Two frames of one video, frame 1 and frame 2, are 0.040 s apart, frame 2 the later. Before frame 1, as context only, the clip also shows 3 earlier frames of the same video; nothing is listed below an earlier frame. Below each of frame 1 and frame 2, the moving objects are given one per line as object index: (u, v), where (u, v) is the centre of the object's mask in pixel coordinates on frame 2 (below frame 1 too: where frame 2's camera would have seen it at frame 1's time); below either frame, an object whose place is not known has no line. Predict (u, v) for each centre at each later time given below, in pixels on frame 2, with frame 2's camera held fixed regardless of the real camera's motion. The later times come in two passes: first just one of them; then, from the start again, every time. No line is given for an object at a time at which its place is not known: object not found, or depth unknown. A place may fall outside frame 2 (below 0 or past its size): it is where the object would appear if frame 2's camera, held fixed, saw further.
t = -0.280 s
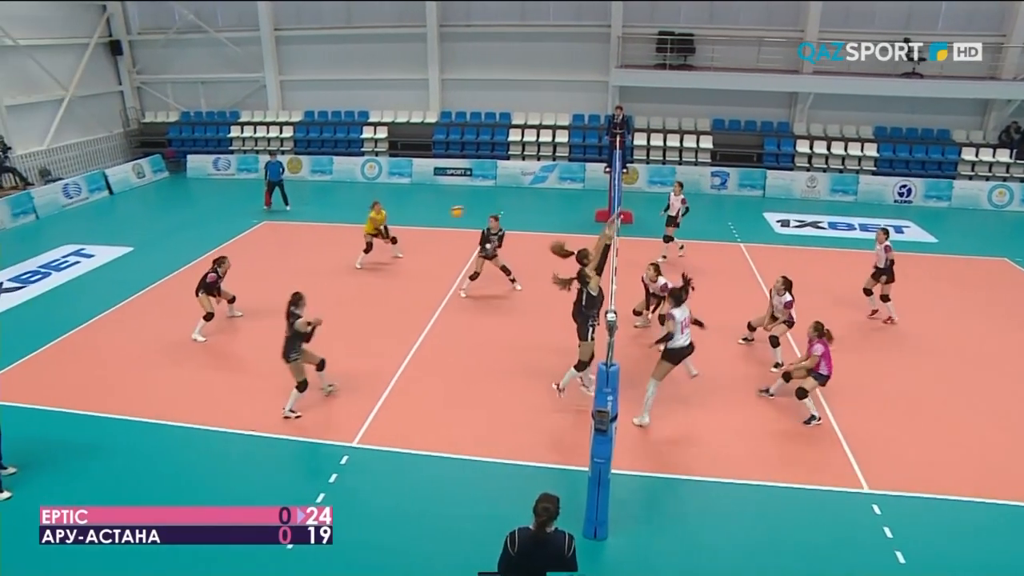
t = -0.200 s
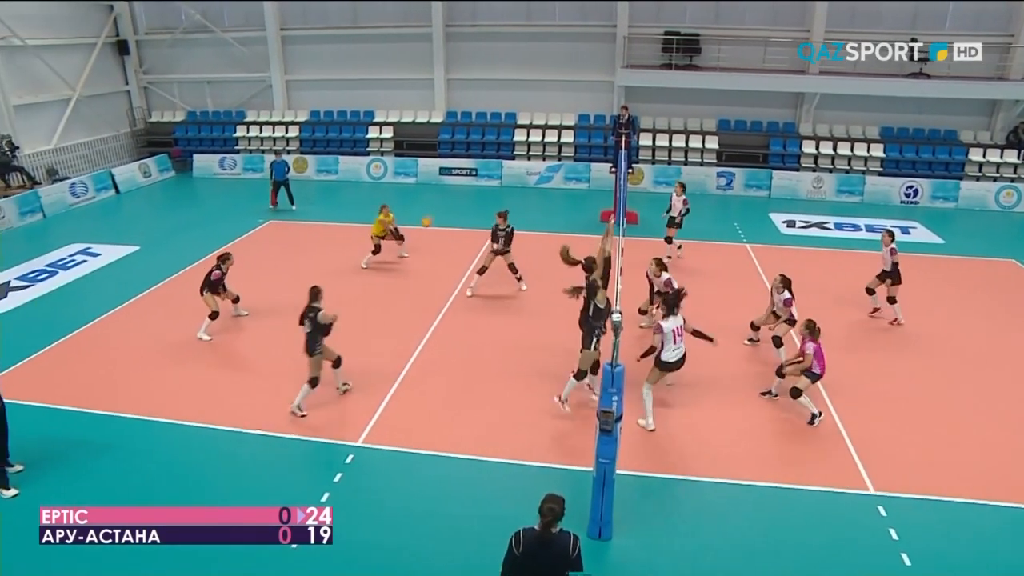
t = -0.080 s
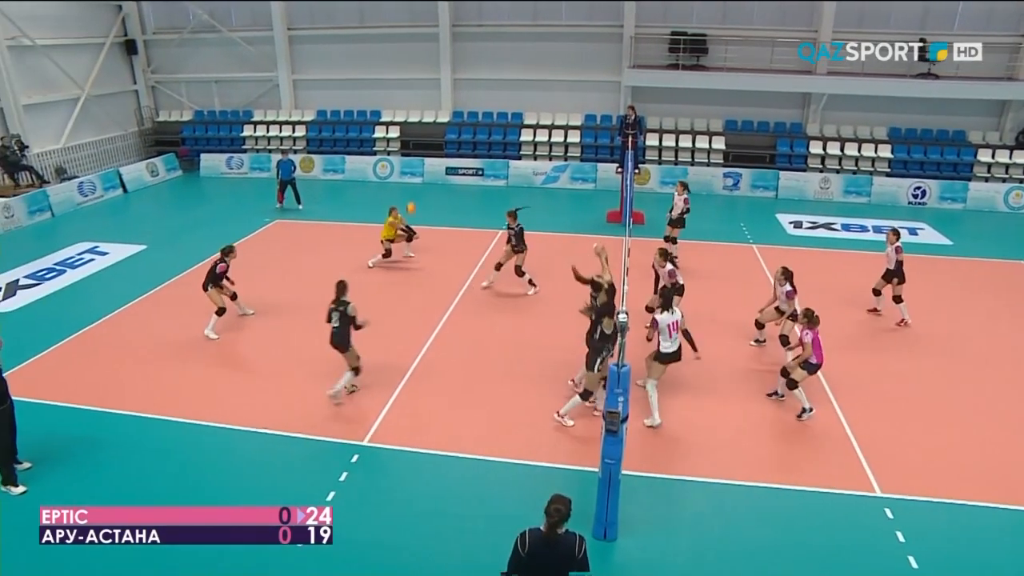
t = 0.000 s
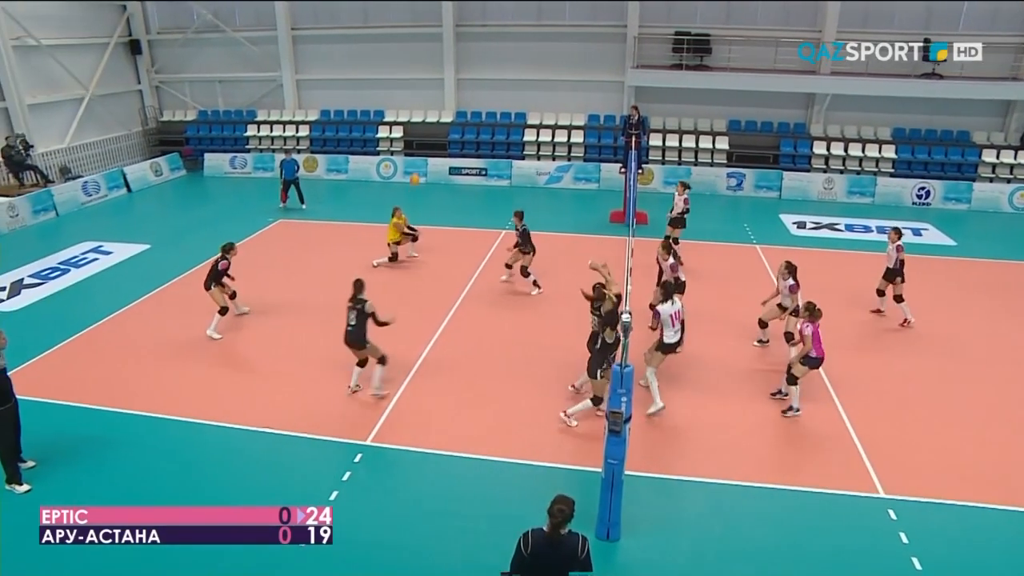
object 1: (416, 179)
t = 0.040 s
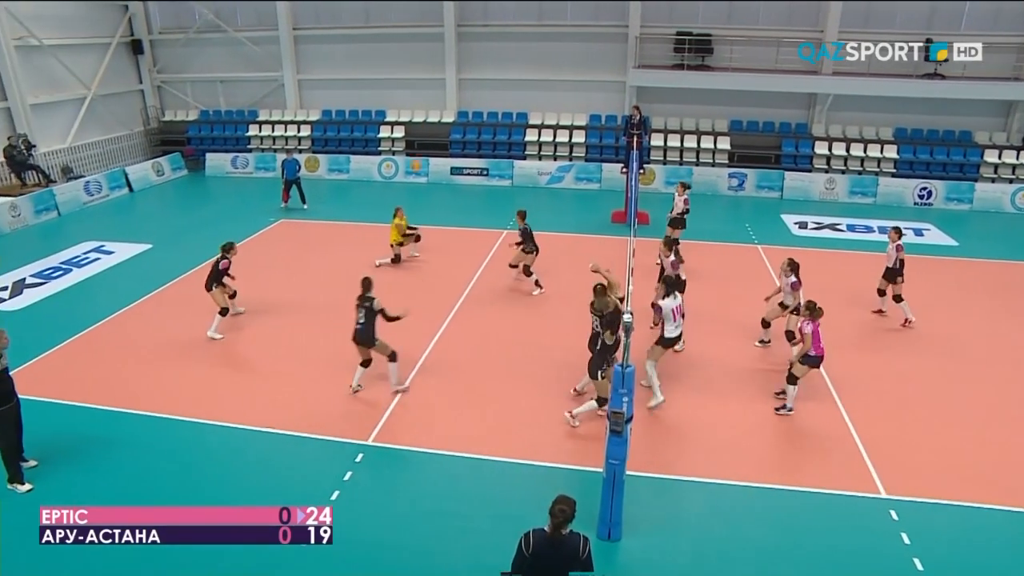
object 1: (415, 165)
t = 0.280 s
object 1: (416, 92)
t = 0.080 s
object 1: (415, 151)
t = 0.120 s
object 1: (416, 139)
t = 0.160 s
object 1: (416, 127)
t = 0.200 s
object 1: (415, 114)
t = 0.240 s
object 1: (416, 103)
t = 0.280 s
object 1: (416, 92)
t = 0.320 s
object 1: (415, 82)
